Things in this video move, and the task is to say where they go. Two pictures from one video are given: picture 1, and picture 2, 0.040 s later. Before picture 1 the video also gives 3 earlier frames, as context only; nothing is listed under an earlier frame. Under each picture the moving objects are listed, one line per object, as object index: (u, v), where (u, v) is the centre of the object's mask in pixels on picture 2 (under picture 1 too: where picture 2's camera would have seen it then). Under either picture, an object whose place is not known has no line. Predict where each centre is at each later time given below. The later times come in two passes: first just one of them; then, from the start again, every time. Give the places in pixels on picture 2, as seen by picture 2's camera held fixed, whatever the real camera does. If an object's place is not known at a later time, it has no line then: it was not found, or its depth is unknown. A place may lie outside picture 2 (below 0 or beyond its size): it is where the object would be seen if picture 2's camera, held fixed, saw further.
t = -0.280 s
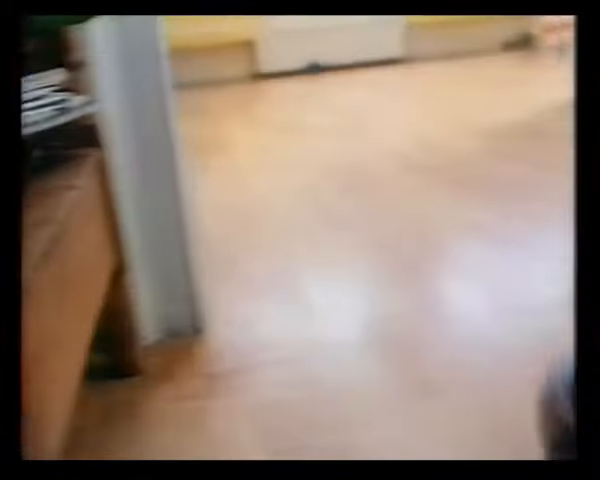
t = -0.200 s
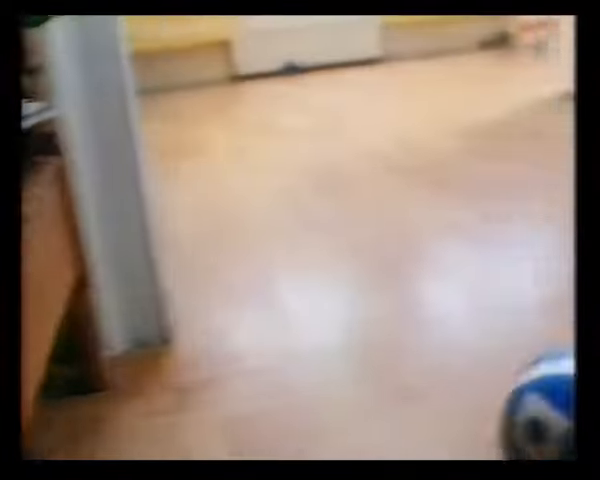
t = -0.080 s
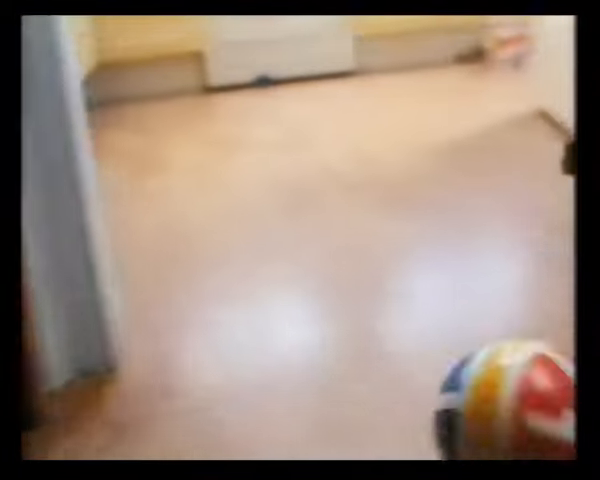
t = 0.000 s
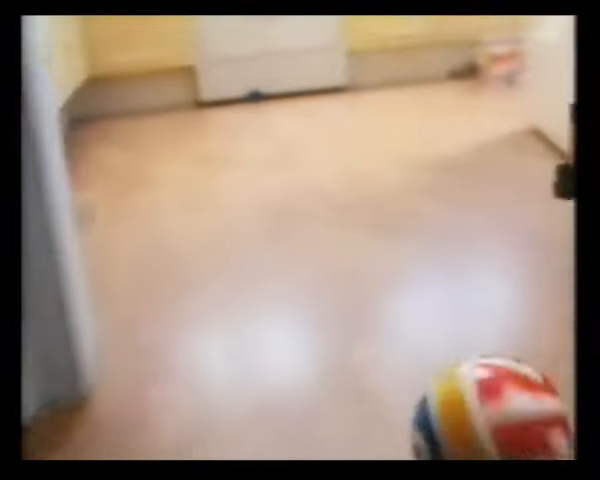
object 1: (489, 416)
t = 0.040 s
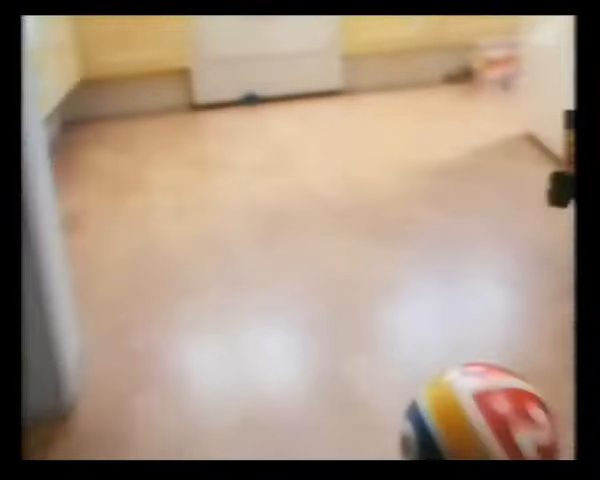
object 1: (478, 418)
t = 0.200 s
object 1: (460, 401)
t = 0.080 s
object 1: (471, 413)
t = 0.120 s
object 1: (465, 410)
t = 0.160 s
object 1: (462, 405)
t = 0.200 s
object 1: (460, 401)
